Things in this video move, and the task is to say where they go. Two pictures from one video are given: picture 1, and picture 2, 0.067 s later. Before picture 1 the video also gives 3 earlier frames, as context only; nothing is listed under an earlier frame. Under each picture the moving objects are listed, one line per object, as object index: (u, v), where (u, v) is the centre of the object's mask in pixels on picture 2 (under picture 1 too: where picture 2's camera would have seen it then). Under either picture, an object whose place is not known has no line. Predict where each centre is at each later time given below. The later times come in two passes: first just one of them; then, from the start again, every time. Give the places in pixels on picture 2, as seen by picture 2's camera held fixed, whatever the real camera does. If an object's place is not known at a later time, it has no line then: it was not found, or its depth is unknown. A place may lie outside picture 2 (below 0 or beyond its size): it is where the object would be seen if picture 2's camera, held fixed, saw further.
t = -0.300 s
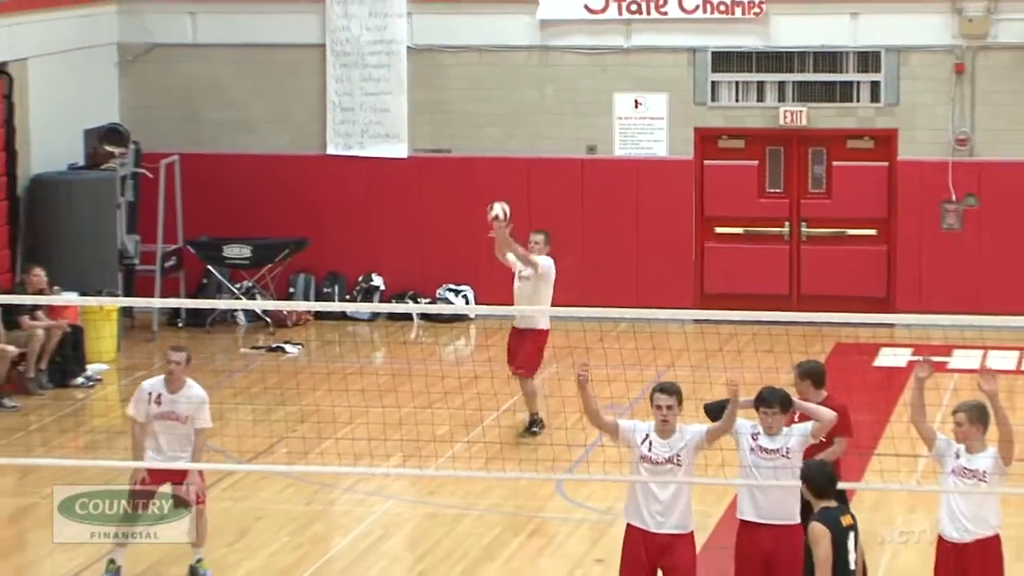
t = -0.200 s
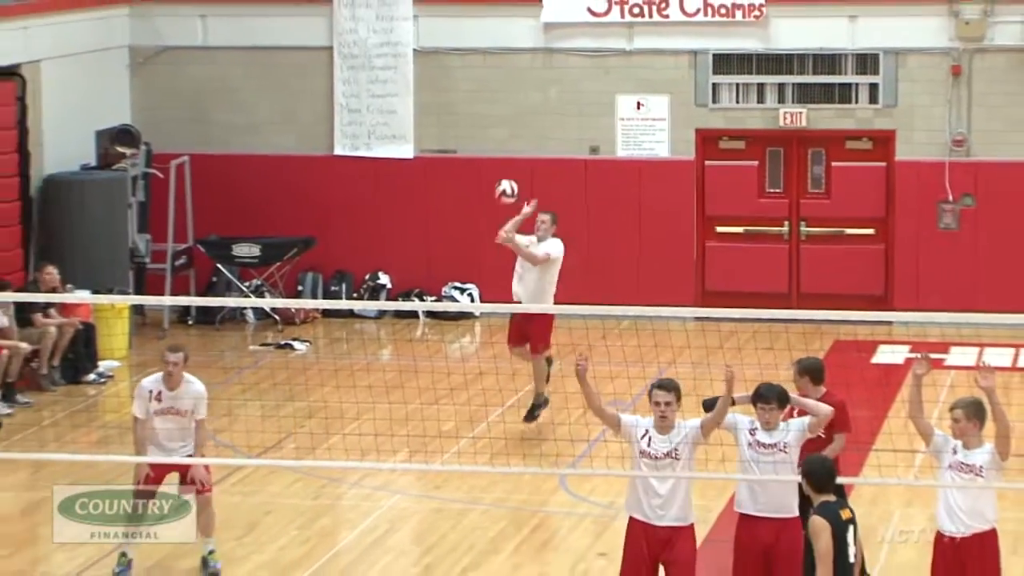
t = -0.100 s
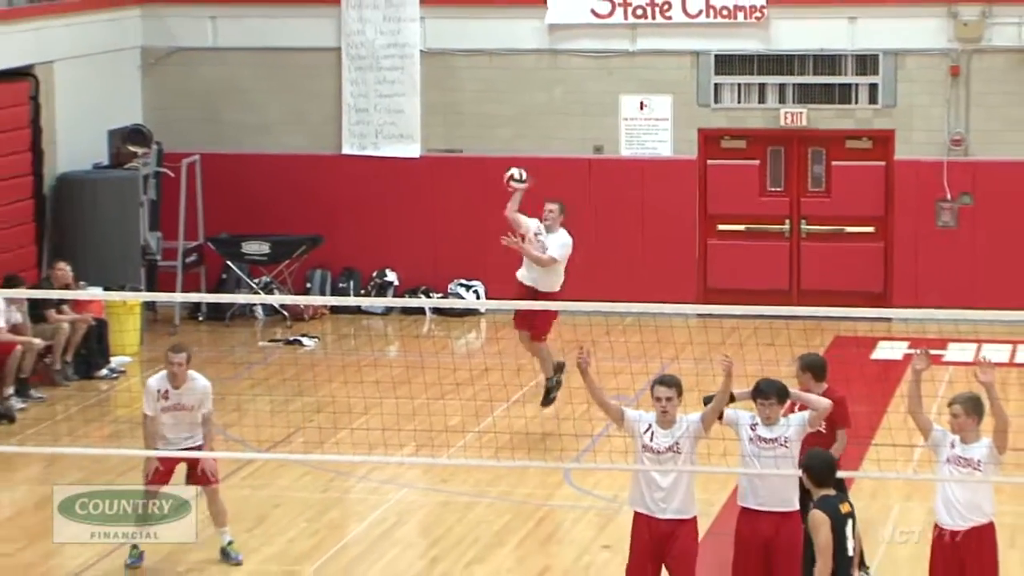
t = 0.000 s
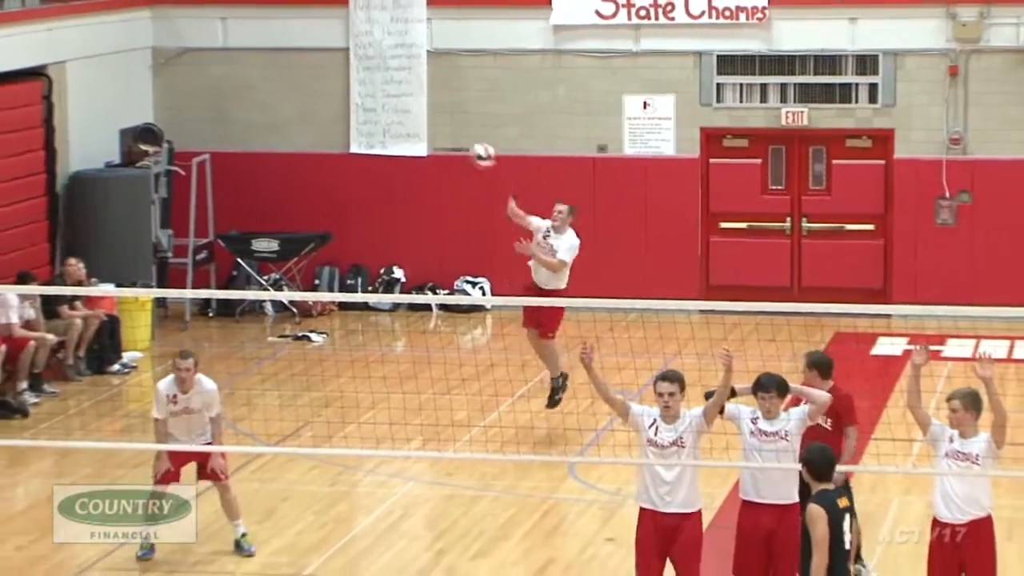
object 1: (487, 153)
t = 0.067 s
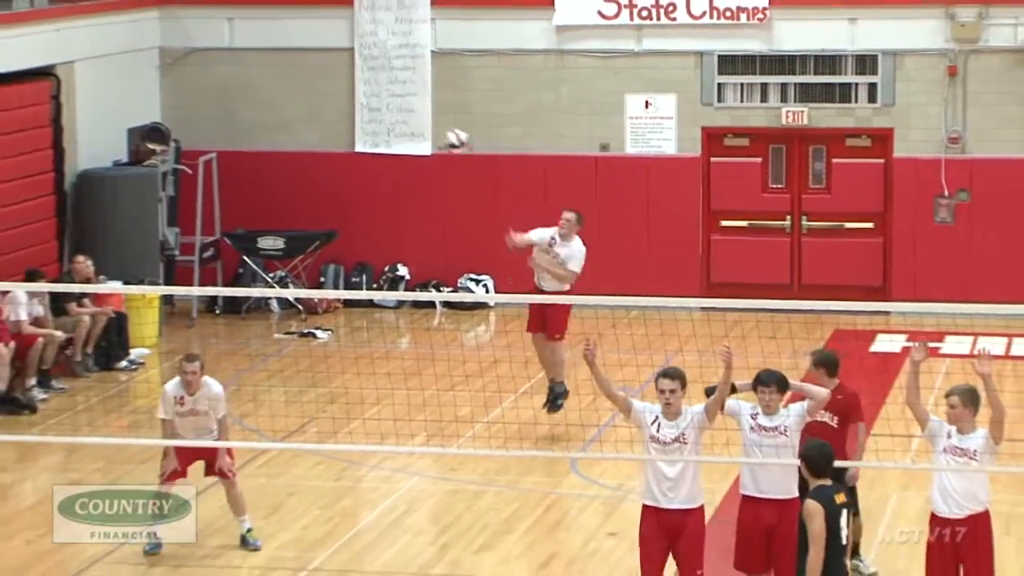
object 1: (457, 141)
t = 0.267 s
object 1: (357, 125)
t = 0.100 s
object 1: (442, 136)
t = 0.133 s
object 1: (425, 132)
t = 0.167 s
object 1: (409, 129)
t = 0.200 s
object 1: (392, 127)
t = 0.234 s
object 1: (374, 126)
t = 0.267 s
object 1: (357, 125)
